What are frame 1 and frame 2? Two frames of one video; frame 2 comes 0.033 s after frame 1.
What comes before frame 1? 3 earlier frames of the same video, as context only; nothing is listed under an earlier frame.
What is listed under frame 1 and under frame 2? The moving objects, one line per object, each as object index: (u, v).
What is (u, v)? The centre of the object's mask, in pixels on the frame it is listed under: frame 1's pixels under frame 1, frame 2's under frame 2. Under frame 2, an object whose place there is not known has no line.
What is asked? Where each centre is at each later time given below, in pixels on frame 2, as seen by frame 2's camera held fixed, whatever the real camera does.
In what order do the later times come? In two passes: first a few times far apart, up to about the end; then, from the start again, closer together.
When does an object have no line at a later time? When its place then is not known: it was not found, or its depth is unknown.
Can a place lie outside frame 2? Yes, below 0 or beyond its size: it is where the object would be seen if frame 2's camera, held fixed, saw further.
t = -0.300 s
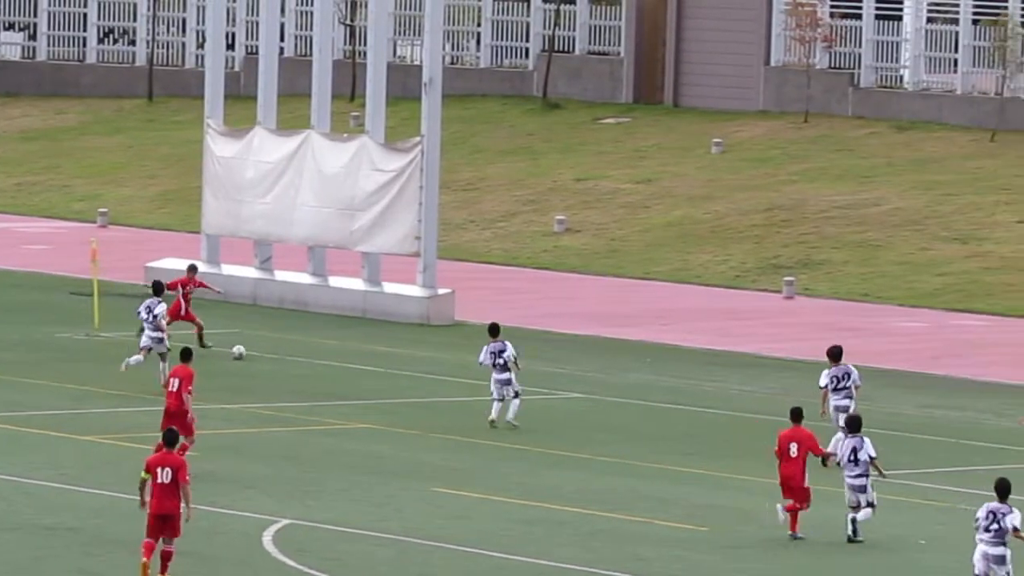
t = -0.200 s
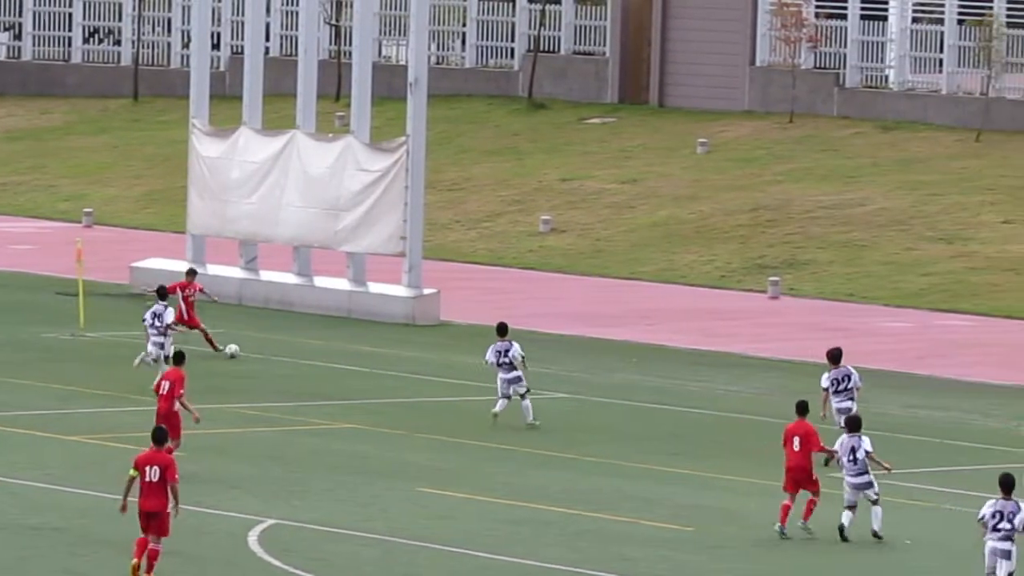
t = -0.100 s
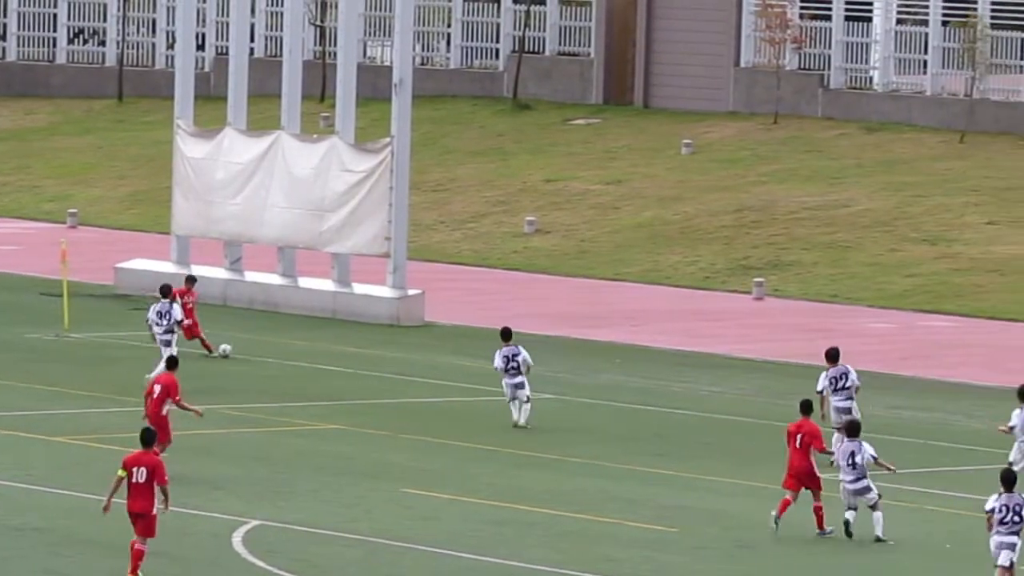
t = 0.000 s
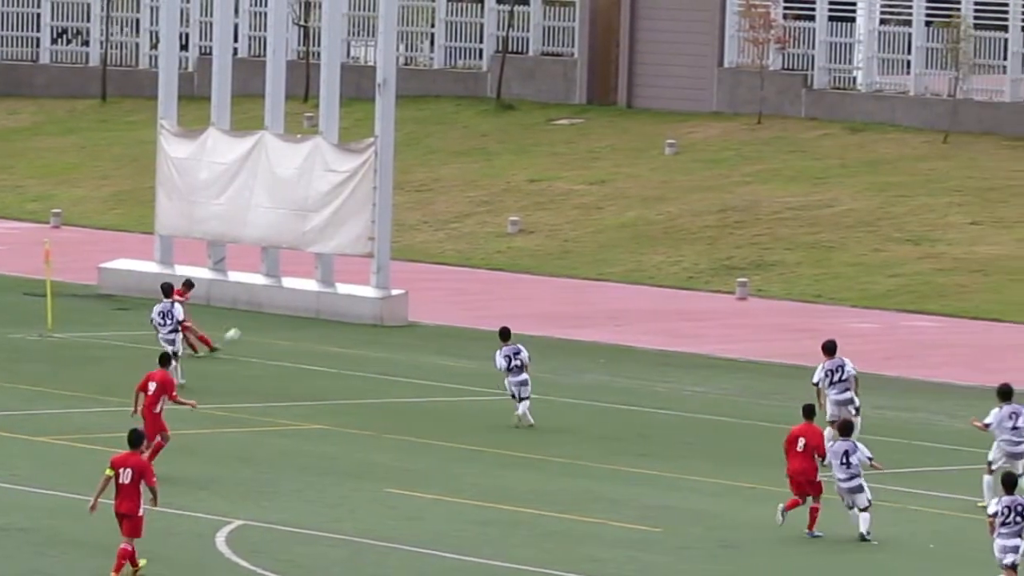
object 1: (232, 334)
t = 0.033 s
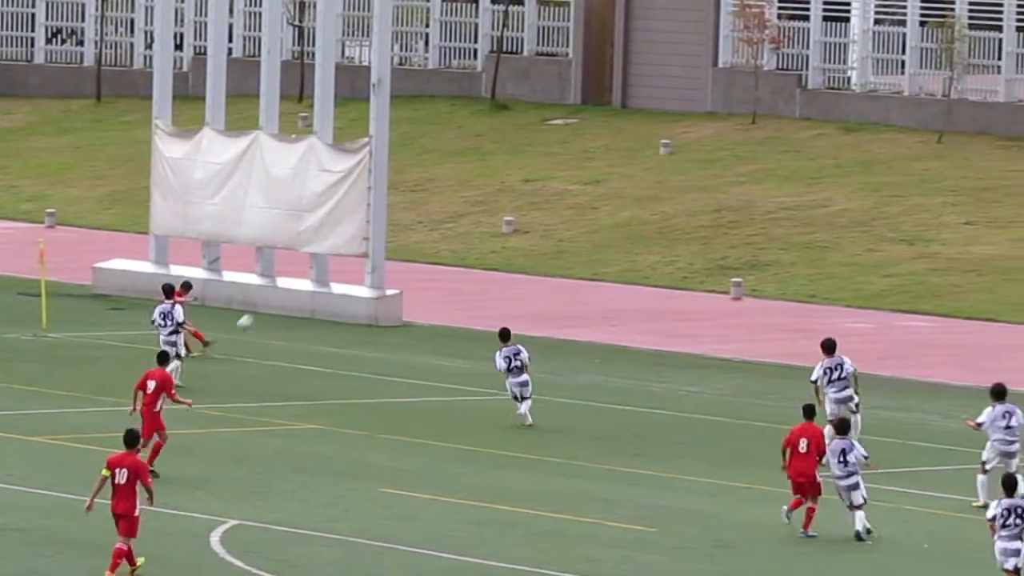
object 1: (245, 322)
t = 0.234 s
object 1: (356, 249)
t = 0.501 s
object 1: (505, 176)
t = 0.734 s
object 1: (637, 137)
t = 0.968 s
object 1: (770, 123)
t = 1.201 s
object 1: (904, 139)
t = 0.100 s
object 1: (281, 297)
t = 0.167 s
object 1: (318, 273)
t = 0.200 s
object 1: (337, 262)
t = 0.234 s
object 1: (356, 249)
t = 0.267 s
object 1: (375, 239)
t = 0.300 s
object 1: (394, 229)
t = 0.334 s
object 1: (411, 220)
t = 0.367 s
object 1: (430, 210)
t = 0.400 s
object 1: (449, 200)
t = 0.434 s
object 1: (467, 192)
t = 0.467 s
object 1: (485, 184)
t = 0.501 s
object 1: (505, 176)
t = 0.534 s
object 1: (523, 170)
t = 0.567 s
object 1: (542, 162)
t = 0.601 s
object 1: (560, 156)
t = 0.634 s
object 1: (580, 151)
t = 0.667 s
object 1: (599, 146)
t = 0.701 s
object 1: (618, 141)
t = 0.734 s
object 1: (637, 137)
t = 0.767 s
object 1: (656, 134)
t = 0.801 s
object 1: (676, 131)
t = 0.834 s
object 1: (695, 128)
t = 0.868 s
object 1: (714, 126)
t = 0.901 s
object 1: (732, 125)
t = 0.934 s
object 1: (751, 124)
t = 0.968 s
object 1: (770, 123)
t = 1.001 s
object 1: (789, 124)
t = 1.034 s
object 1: (808, 125)
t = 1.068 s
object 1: (827, 126)
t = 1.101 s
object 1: (846, 129)
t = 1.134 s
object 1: (865, 131)
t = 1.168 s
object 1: (884, 135)
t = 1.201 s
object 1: (904, 139)
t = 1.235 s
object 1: (925, 144)
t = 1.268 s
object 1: (946, 150)
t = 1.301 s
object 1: (966, 156)
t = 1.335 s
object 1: (987, 163)
